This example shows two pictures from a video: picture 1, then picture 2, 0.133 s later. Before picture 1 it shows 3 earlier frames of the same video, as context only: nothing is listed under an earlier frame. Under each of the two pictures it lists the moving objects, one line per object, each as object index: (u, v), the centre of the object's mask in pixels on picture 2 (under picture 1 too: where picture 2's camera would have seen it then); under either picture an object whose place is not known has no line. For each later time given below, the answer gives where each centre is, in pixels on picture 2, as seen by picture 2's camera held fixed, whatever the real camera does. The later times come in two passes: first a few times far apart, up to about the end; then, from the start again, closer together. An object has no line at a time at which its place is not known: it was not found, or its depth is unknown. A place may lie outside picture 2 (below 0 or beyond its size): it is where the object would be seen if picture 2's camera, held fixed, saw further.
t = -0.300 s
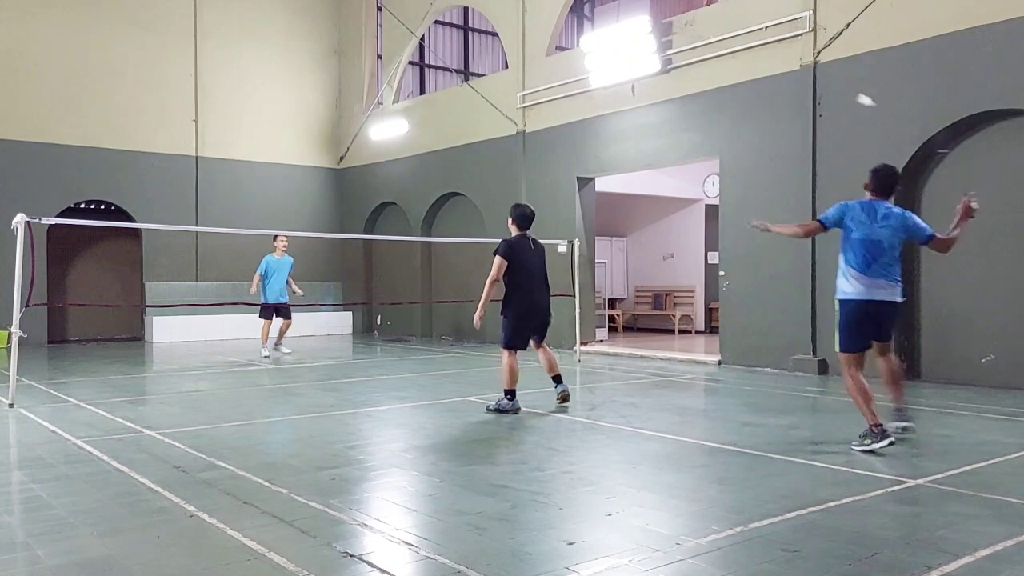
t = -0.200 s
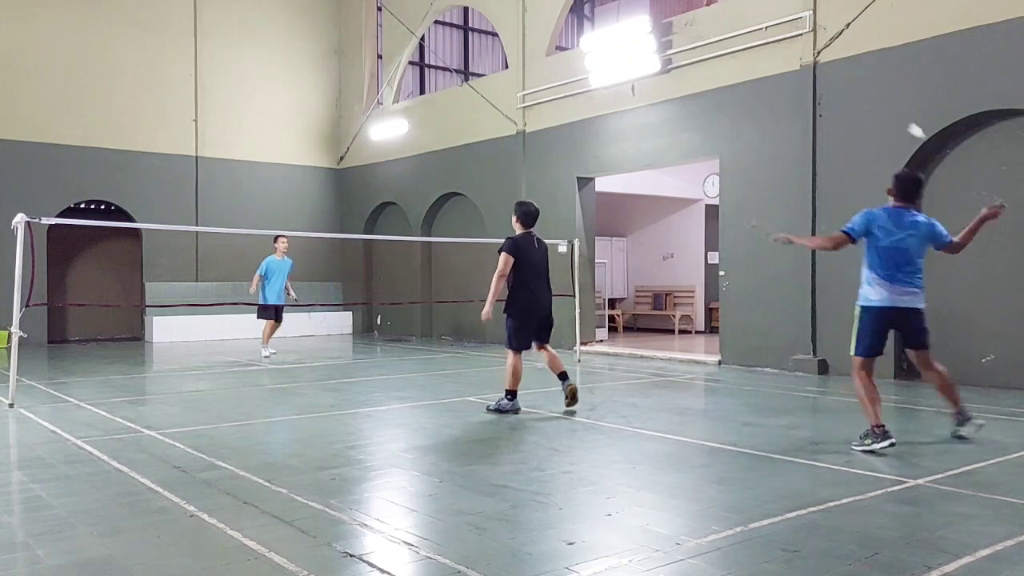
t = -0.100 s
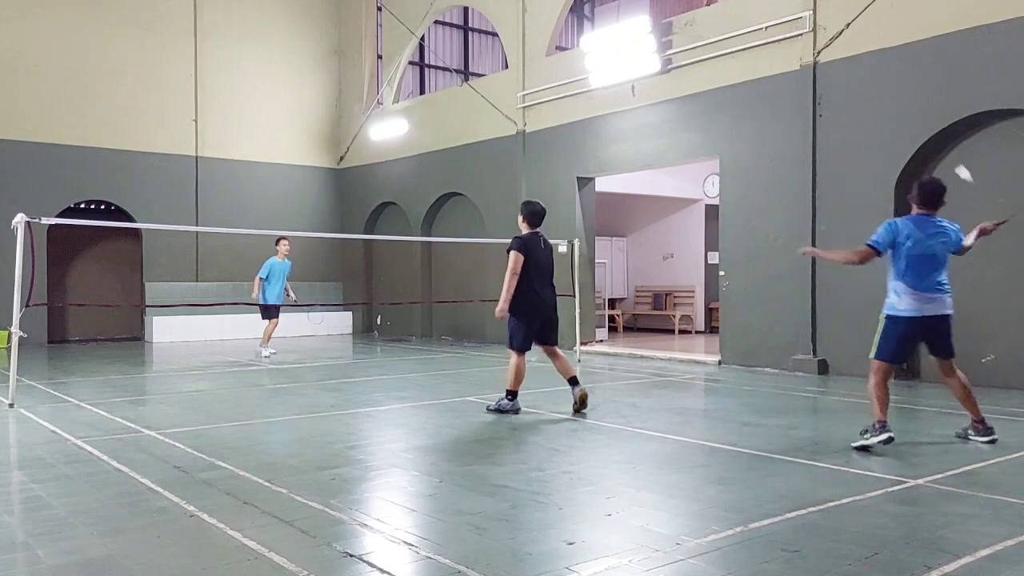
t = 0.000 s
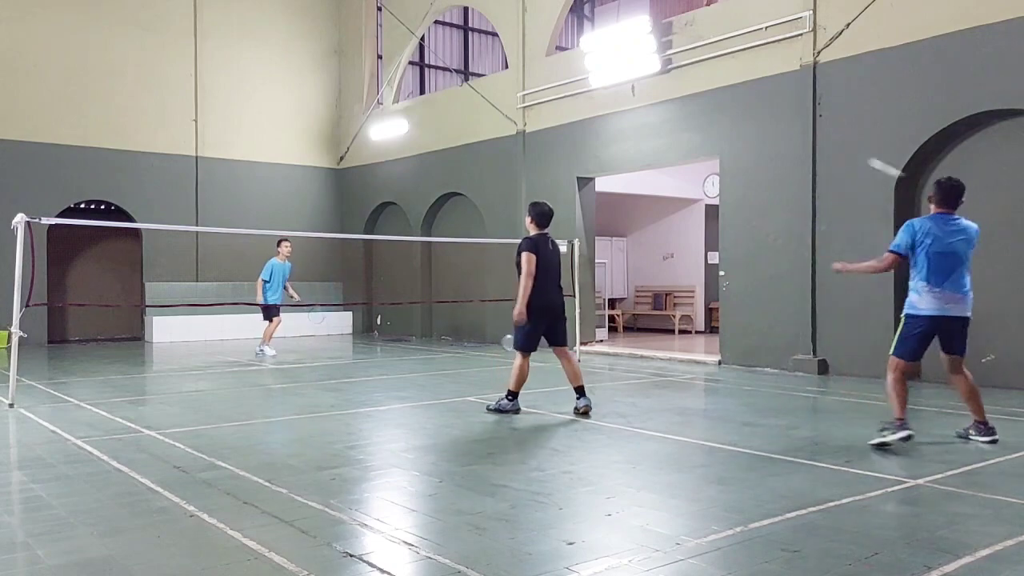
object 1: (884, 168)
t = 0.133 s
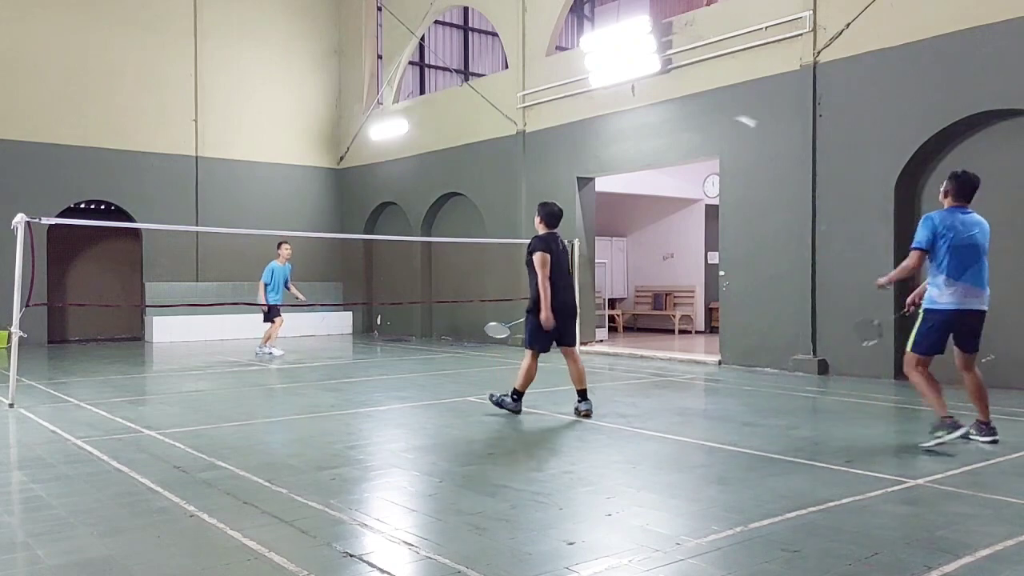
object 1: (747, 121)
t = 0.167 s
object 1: (721, 112)
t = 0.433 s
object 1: (592, 118)
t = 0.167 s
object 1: (721, 112)
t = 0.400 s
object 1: (603, 114)
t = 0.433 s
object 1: (592, 118)
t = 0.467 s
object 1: (581, 123)
